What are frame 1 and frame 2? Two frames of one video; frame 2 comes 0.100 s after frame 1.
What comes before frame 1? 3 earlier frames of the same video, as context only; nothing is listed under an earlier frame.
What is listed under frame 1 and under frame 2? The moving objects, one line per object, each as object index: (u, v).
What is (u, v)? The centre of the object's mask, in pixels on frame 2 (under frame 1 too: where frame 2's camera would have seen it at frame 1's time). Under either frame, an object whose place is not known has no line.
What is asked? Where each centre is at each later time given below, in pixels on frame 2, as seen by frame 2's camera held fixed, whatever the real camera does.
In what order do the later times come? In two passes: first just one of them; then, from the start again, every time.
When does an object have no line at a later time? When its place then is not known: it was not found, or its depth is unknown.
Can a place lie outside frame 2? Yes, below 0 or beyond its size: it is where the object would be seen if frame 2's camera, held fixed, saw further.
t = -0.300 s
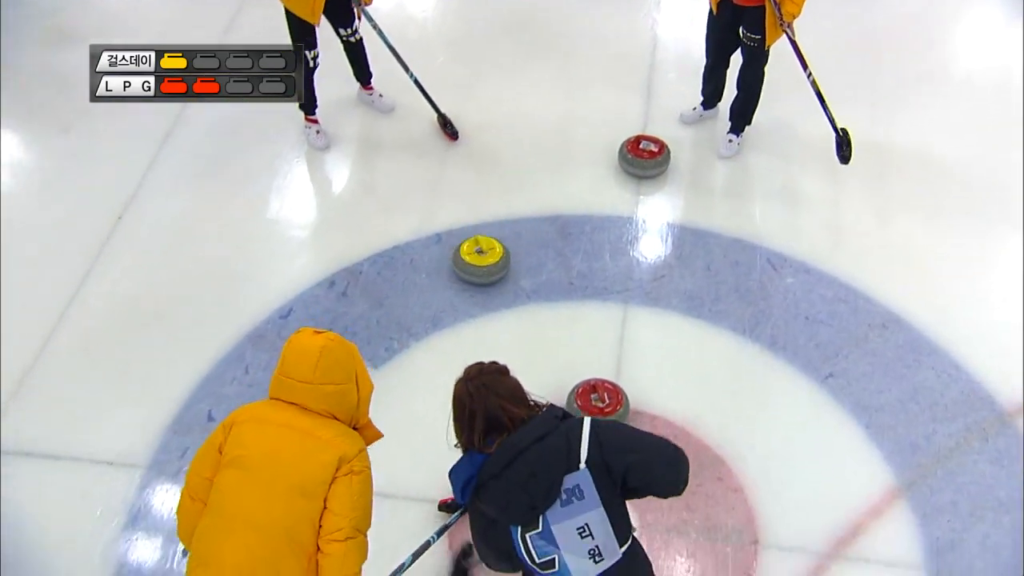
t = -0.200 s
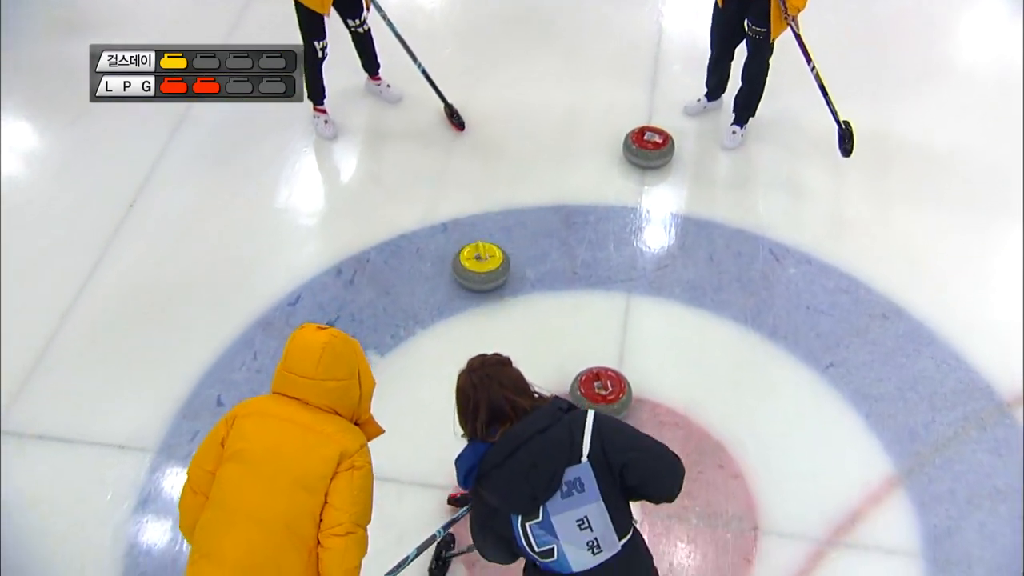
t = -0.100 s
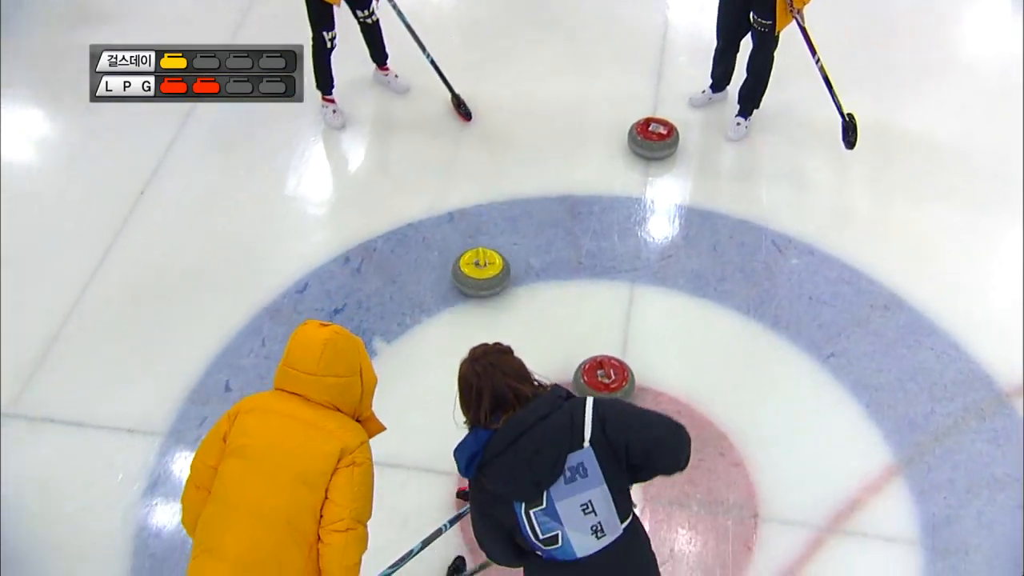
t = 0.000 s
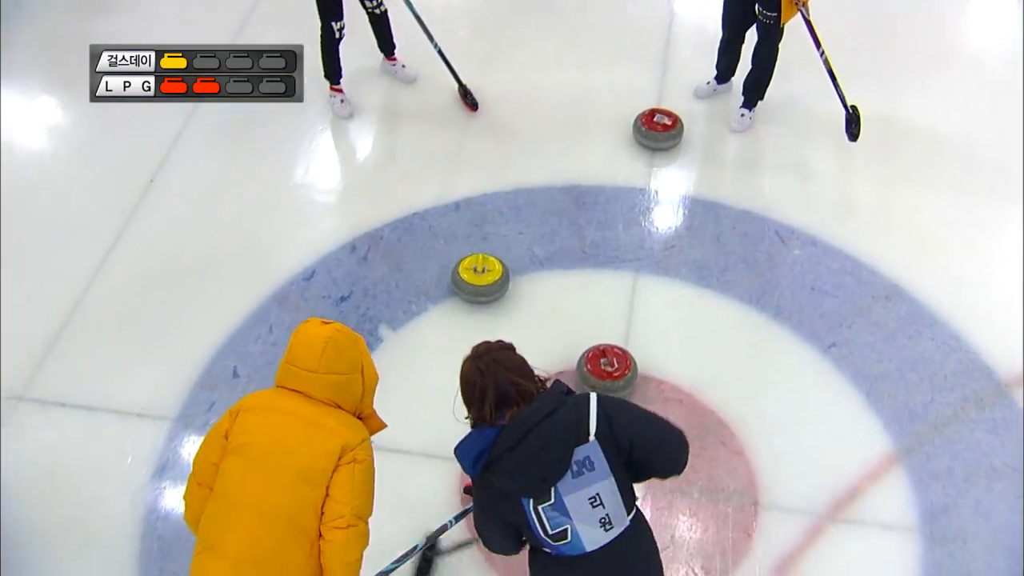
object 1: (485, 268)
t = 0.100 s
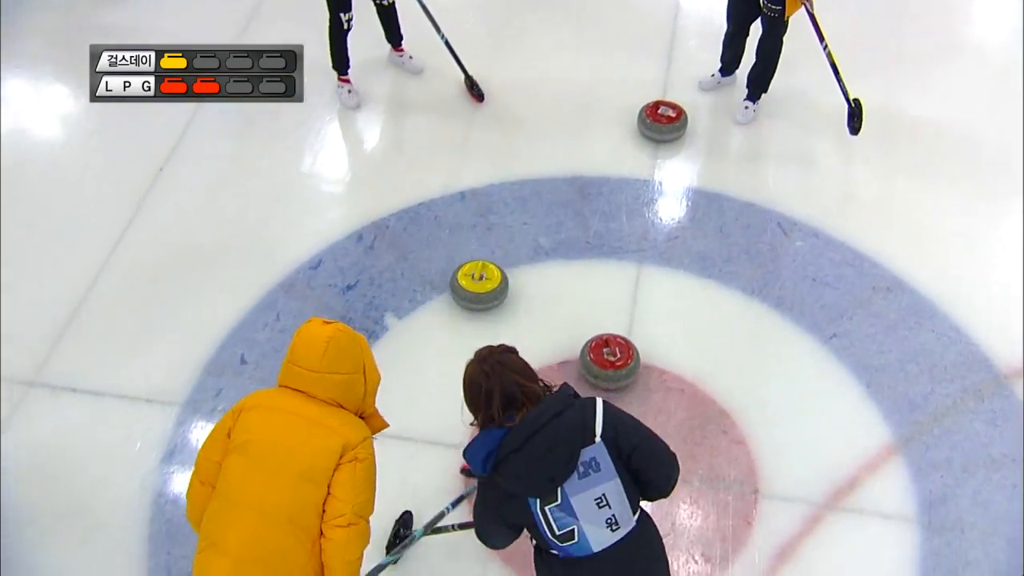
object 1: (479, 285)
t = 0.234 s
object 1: (470, 309)
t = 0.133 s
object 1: (477, 291)
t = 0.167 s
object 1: (475, 297)
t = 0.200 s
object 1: (472, 303)
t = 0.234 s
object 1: (470, 309)
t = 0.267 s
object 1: (468, 315)
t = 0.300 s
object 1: (466, 321)
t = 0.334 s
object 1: (464, 327)
